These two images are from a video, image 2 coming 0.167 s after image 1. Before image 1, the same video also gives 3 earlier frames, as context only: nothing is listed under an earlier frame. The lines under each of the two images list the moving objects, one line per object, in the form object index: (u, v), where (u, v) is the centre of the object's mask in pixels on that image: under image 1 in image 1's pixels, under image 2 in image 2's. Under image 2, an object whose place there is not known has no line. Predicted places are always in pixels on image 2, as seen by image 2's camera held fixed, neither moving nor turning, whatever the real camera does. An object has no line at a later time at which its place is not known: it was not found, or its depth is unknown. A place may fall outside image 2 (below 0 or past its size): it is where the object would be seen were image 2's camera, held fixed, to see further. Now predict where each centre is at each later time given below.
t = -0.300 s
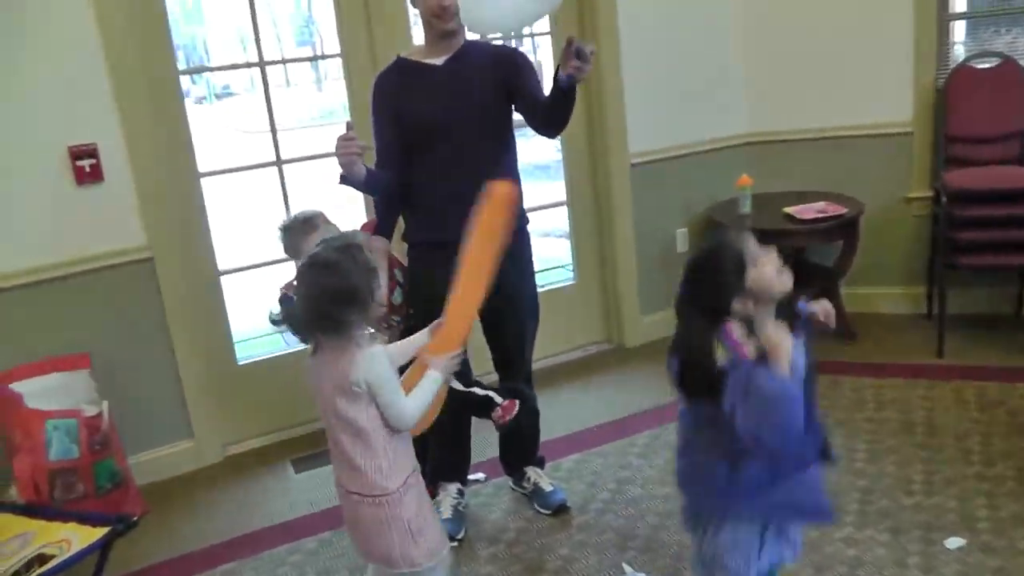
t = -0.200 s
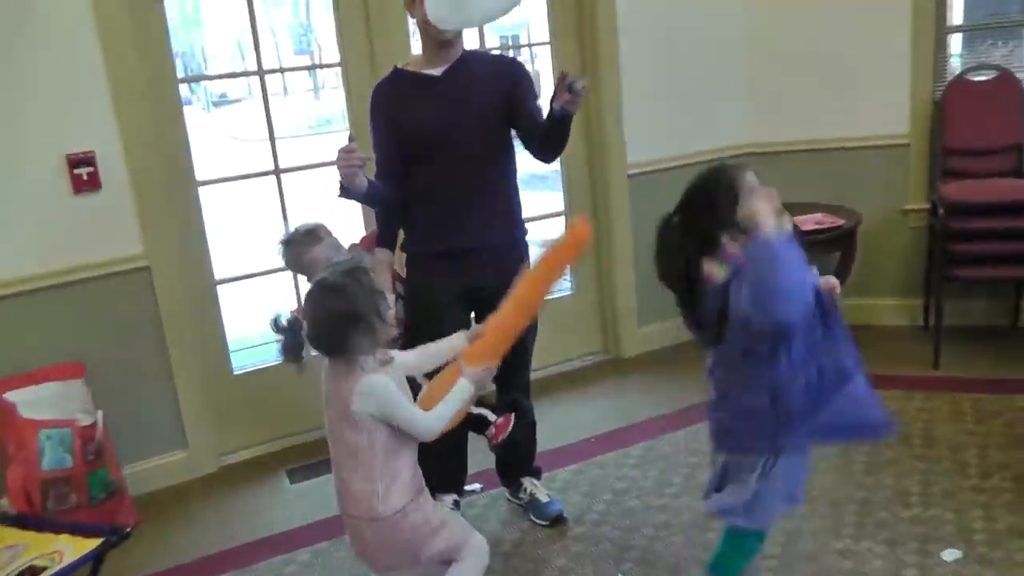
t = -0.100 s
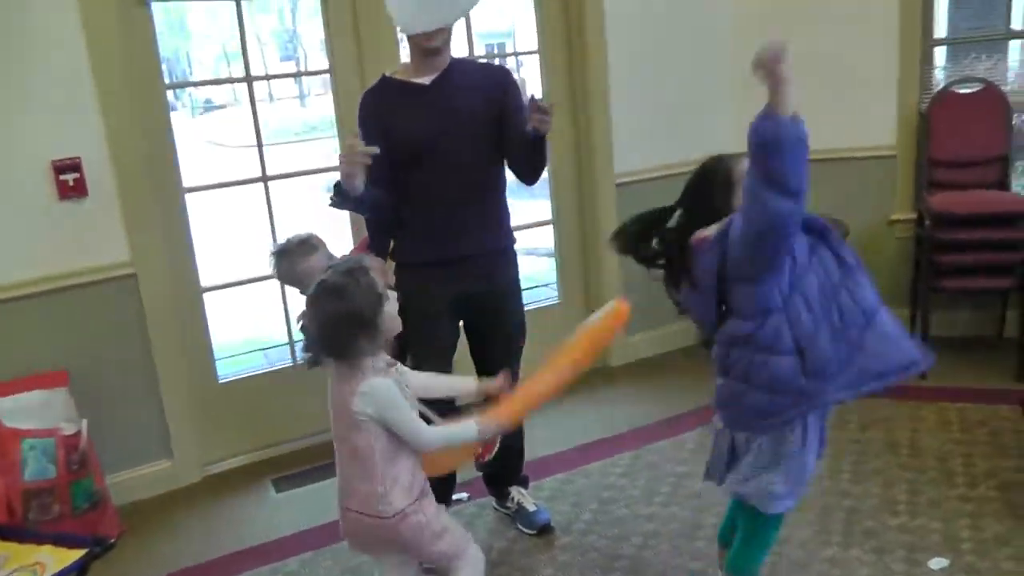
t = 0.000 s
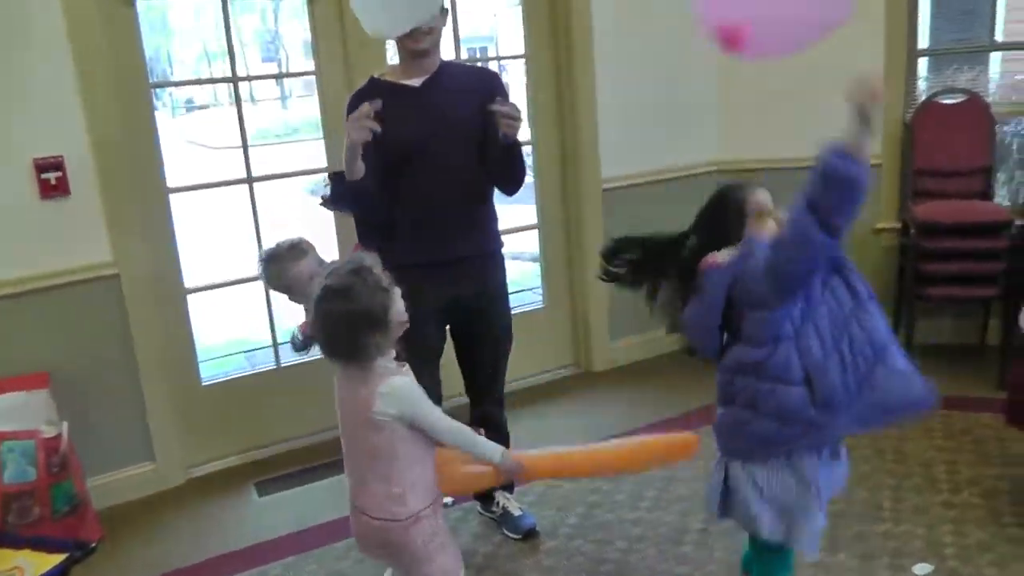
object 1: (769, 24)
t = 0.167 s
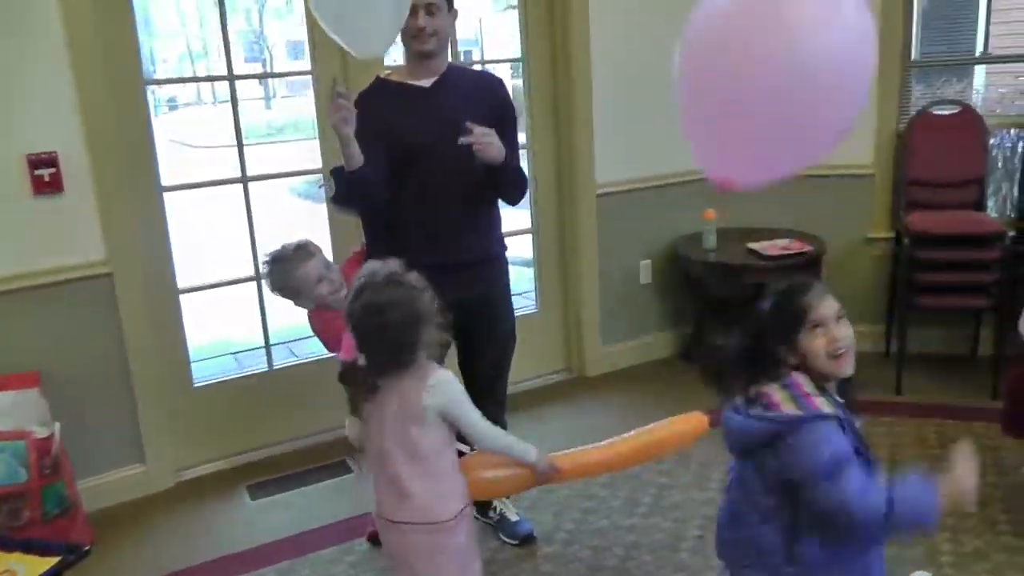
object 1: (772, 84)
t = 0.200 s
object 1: (770, 100)
